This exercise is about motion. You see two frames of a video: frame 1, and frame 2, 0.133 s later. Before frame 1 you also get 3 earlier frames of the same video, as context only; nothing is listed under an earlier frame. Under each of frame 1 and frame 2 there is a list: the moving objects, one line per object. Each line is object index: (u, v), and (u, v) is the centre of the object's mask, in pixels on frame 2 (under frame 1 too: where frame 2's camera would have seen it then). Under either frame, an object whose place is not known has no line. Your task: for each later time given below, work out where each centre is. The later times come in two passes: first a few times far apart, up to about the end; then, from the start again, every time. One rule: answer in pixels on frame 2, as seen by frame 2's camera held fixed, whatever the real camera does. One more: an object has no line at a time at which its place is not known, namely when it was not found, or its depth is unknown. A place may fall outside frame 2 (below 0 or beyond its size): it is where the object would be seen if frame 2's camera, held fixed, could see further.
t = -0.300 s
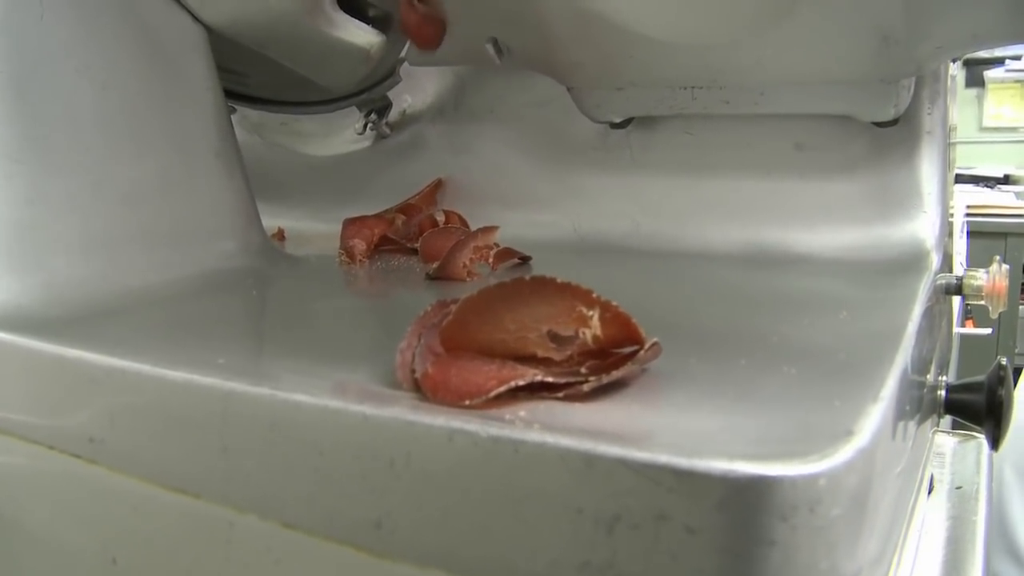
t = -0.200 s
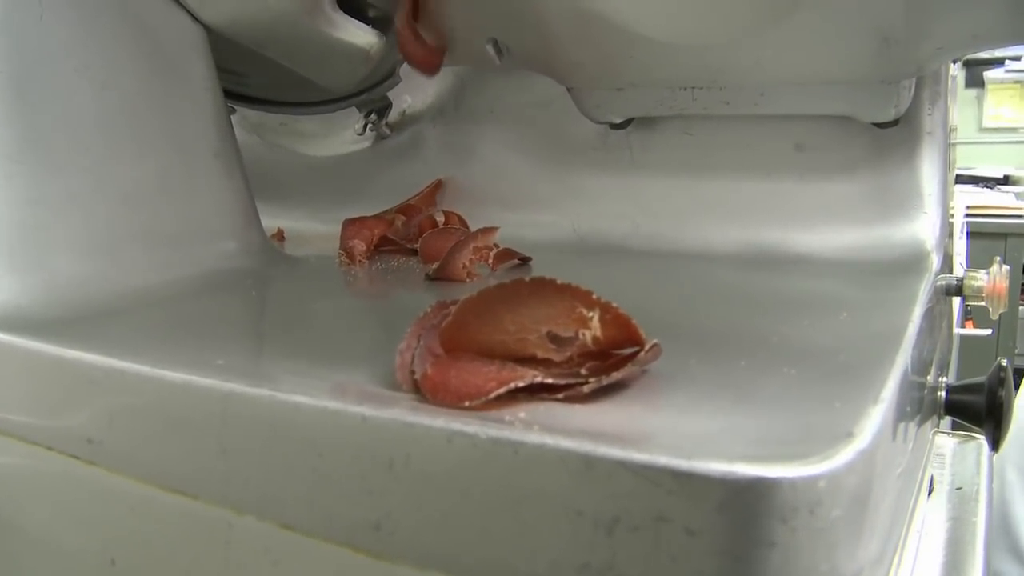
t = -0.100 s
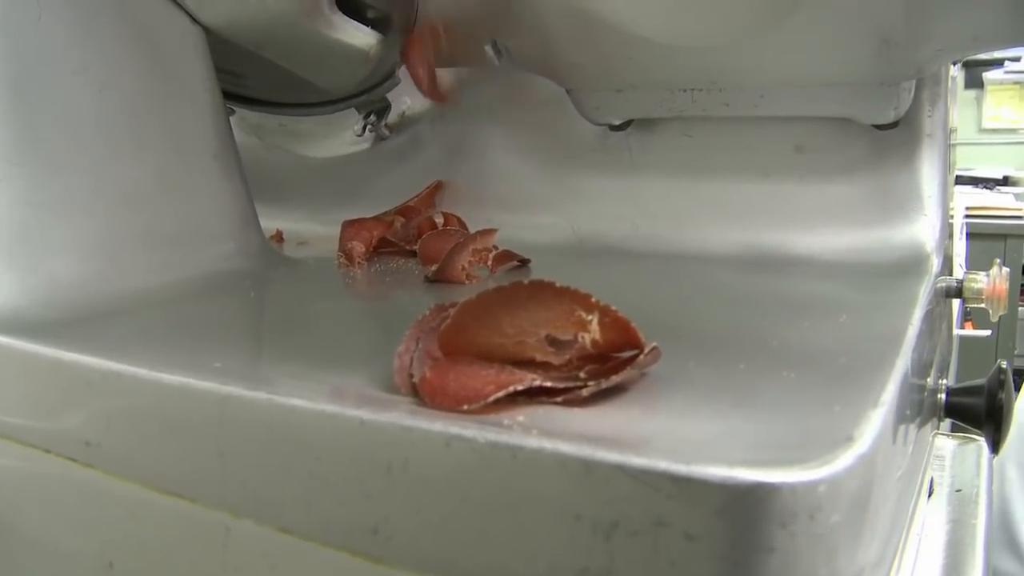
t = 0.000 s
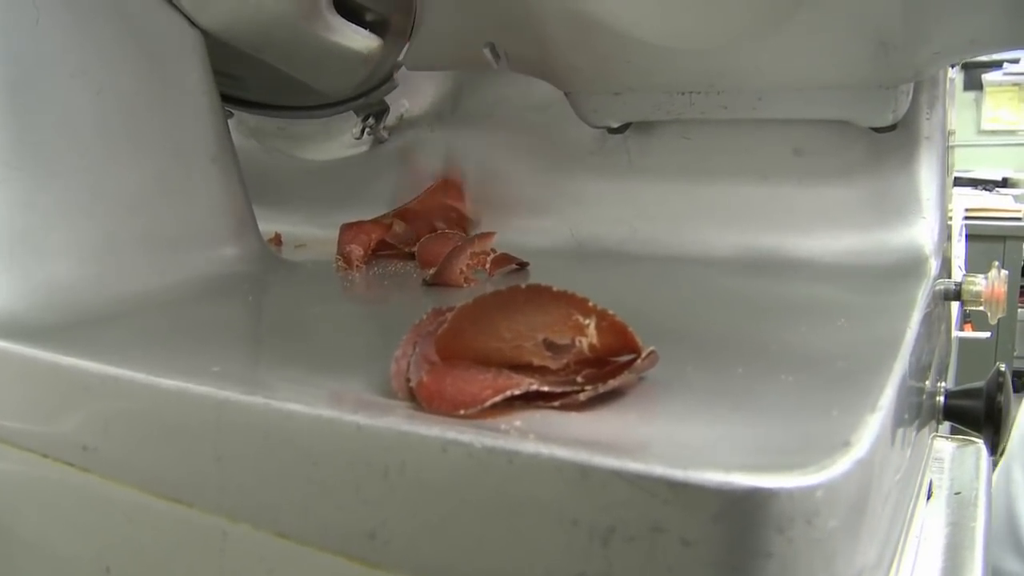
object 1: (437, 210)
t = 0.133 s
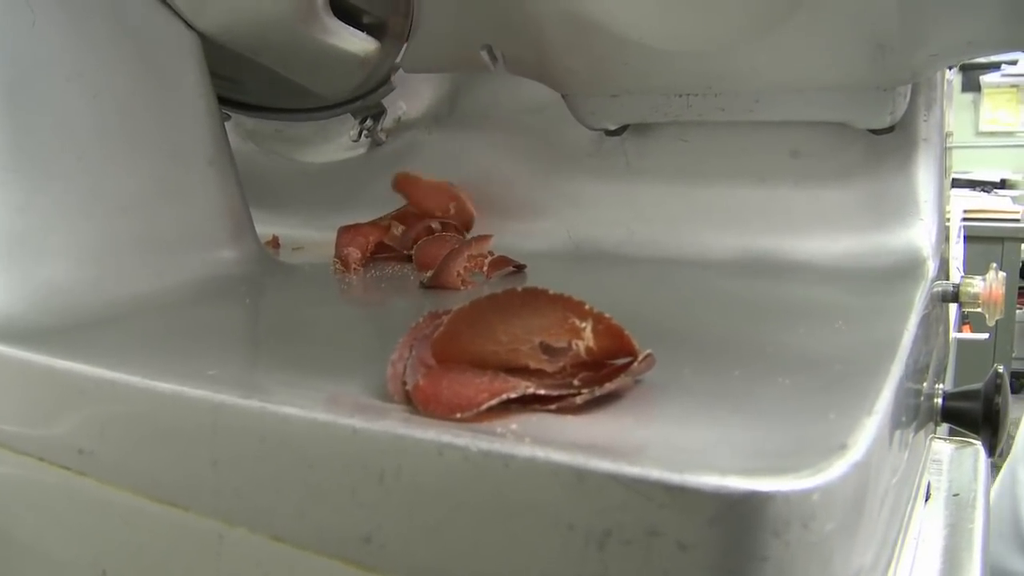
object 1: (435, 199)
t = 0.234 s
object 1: (454, 198)
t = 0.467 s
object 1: (475, 214)
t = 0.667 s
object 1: (474, 216)
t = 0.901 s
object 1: (472, 215)
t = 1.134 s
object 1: (473, 216)
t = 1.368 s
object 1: (472, 216)
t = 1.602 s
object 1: (472, 216)
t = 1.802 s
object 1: (472, 217)
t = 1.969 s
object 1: (471, 216)
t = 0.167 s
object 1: (440, 197)
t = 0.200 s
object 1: (445, 195)
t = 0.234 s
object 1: (454, 198)
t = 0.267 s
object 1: (464, 206)
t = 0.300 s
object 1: (473, 209)
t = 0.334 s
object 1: (476, 211)
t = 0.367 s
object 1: (476, 215)
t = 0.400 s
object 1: (475, 214)
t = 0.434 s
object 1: (475, 214)
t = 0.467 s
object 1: (475, 214)
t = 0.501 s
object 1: (475, 215)
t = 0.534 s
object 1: (474, 215)
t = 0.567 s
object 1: (474, 214)
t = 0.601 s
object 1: (474, 215)
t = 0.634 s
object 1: (474, 215)
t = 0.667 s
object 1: (474, 216)
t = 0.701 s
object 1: (473, 215)
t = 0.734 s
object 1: (473, 216)
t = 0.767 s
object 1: (472, 215)
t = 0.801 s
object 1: (473, 216)
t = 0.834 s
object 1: (472, 215)
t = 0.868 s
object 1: (473, 216)
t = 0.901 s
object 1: (472, 215)
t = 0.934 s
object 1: (472, 215)
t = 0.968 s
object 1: (472, 216)
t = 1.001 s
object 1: (472, 215)
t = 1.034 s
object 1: (472, 215)
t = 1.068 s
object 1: (472, 216)
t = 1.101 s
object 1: (472, 216)
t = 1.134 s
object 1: (473, 216)
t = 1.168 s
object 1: (473, 216)
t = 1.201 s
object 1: (472, 216)
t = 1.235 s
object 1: (472, 216)
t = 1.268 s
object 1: (472, 216)
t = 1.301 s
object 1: (472, 216)
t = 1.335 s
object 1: (472, 216)
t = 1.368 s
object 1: (472, 216)
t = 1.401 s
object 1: (472, 216)
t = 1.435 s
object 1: (472, 216)
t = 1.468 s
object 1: (472, 216)
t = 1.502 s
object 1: (472, 216)
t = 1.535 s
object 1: (472, 216)
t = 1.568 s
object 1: (472, 216)
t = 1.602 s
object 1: (472, 216)
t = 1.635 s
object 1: (472, 216)
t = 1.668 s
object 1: (471, 216)
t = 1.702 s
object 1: (471, 216)
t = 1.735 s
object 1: (471, 216)
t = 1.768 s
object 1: (472, 217)
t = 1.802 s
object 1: (472, 217)
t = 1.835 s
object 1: (470, 216)
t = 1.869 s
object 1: (471, 216)
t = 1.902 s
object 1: (471, 216)
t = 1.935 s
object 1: (471, 216)
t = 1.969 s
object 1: (471, 216)
